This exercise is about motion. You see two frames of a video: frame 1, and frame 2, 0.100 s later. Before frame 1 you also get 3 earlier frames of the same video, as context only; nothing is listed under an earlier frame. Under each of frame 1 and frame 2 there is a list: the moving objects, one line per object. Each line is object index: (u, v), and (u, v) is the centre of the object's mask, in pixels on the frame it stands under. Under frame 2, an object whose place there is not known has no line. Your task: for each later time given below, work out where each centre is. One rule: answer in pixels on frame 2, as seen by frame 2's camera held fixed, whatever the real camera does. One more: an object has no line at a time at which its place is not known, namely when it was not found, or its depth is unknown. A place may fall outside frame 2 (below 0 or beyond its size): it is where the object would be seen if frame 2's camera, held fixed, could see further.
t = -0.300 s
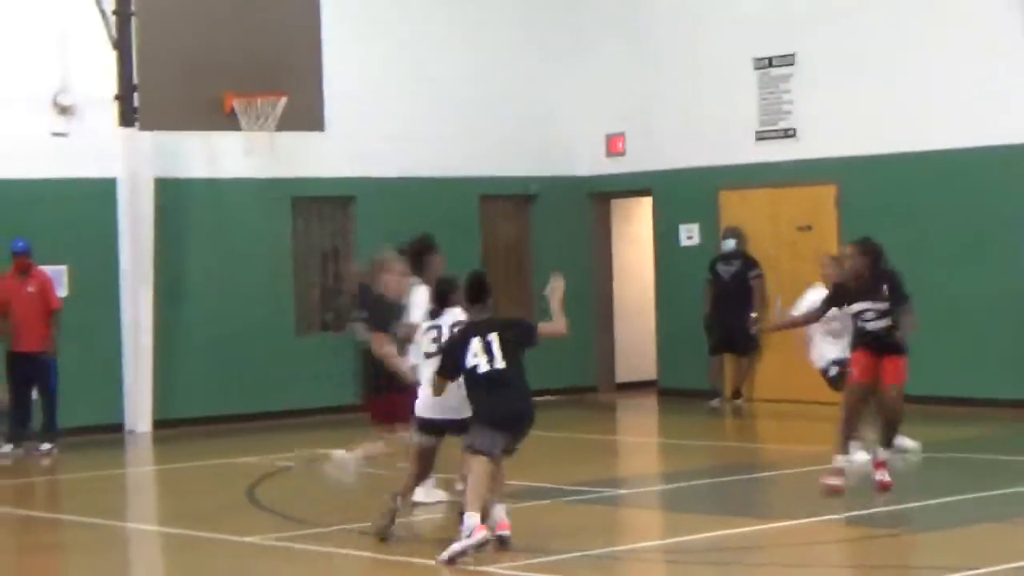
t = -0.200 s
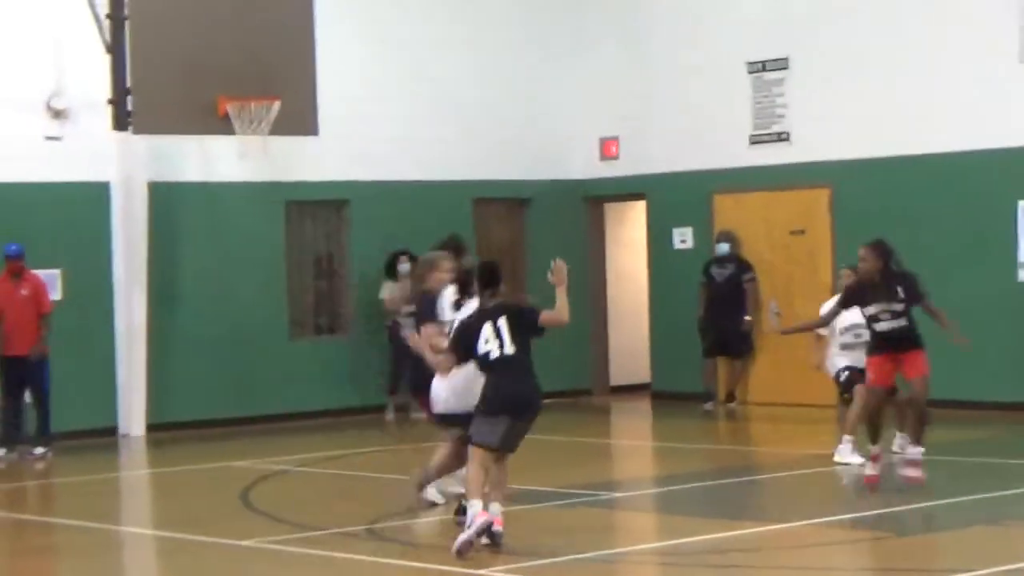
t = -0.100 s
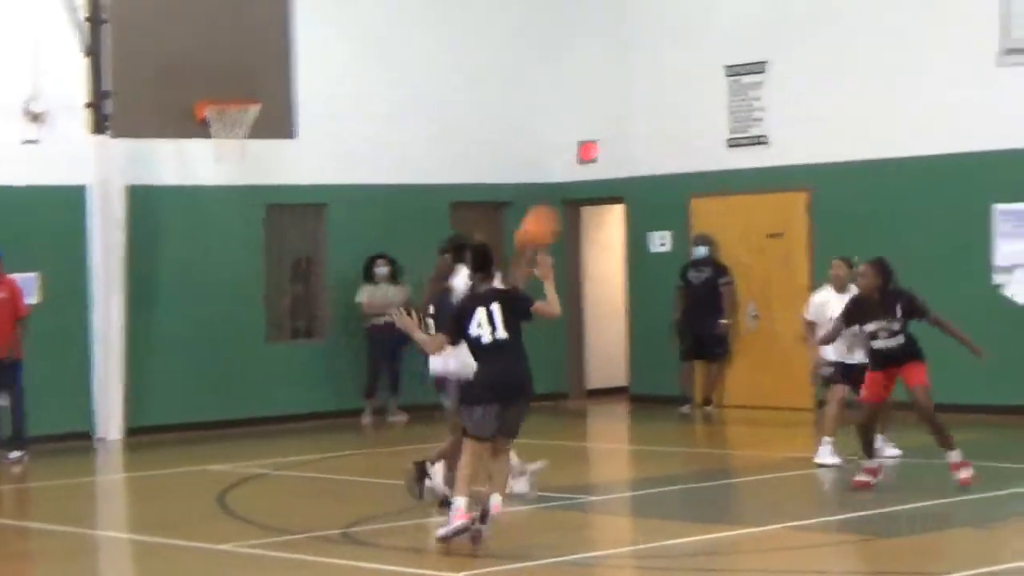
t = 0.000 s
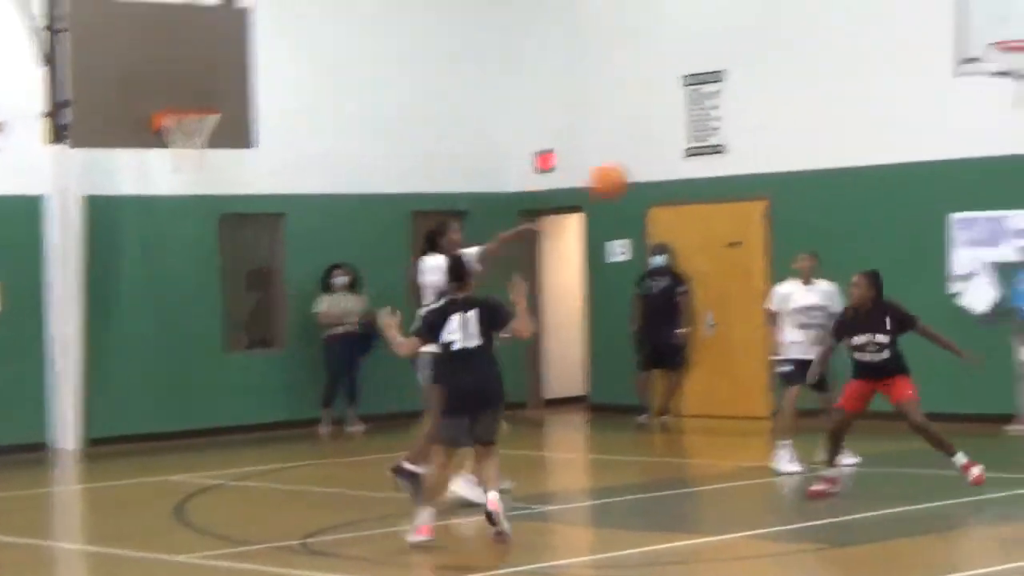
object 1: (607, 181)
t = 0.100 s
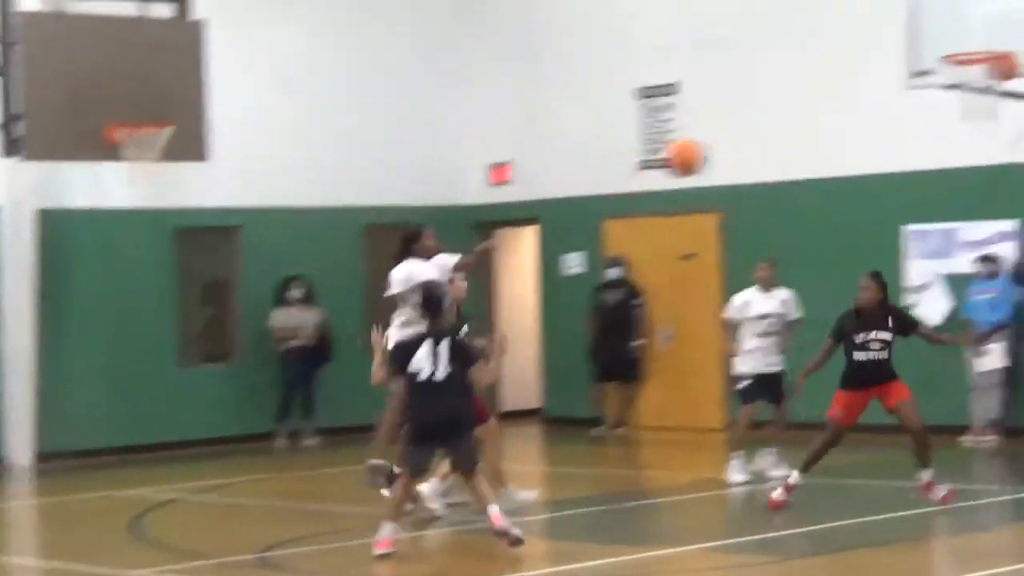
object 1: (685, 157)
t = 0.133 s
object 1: (725, 149)
